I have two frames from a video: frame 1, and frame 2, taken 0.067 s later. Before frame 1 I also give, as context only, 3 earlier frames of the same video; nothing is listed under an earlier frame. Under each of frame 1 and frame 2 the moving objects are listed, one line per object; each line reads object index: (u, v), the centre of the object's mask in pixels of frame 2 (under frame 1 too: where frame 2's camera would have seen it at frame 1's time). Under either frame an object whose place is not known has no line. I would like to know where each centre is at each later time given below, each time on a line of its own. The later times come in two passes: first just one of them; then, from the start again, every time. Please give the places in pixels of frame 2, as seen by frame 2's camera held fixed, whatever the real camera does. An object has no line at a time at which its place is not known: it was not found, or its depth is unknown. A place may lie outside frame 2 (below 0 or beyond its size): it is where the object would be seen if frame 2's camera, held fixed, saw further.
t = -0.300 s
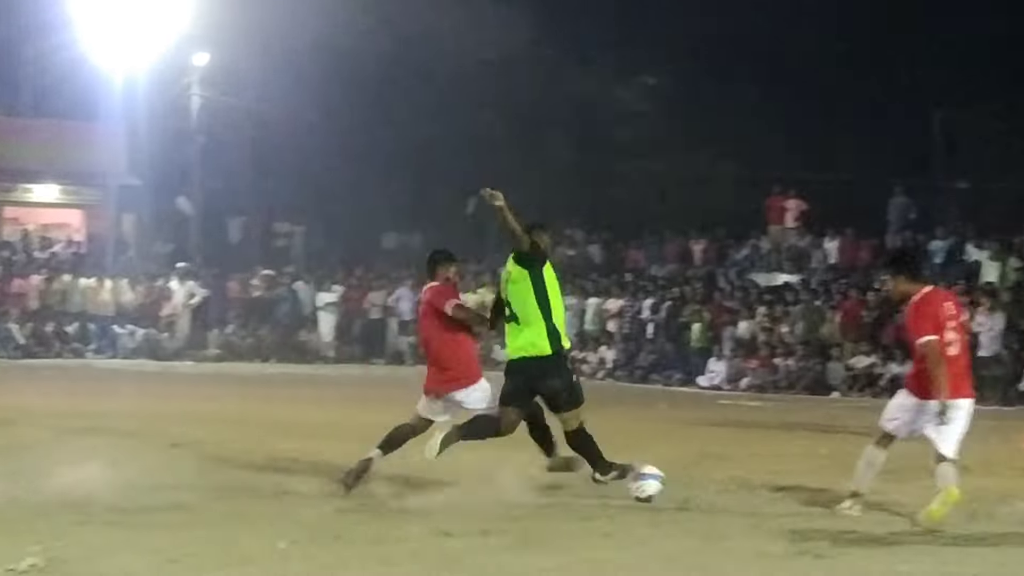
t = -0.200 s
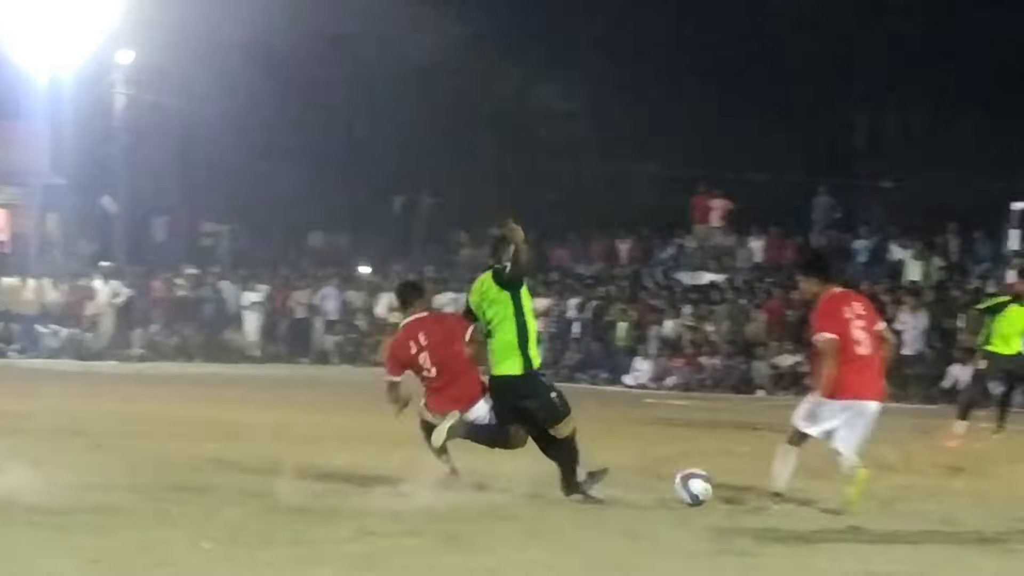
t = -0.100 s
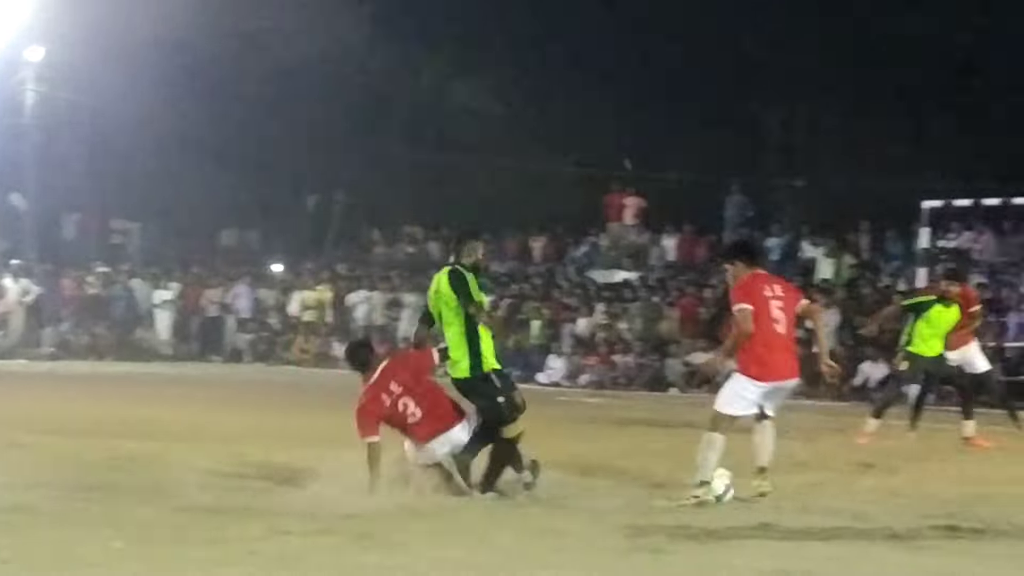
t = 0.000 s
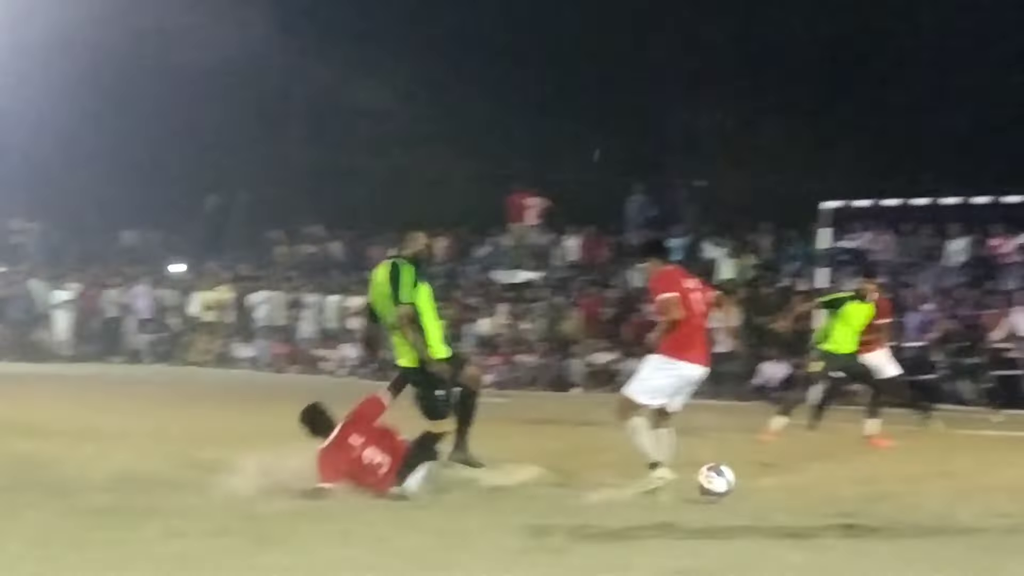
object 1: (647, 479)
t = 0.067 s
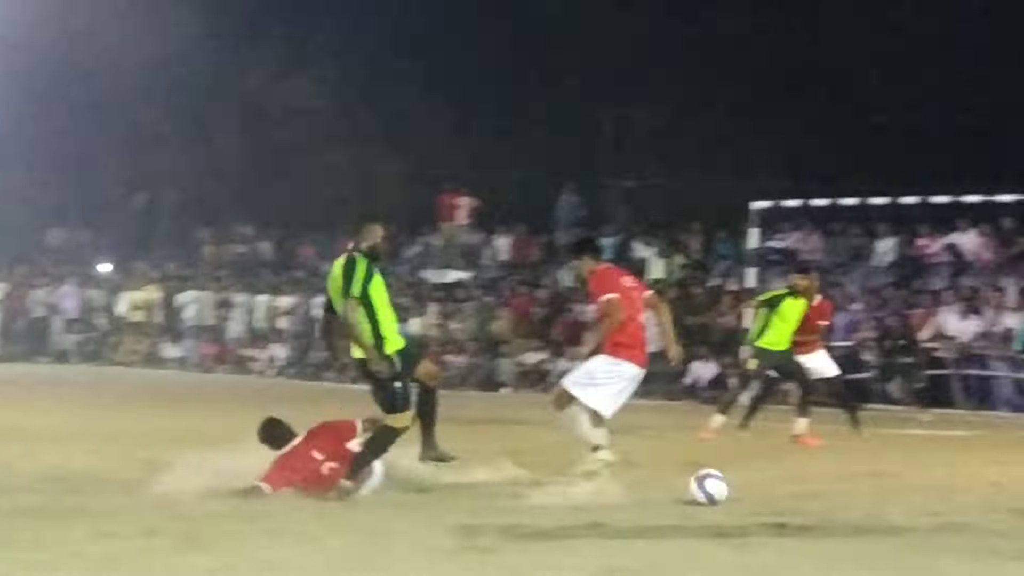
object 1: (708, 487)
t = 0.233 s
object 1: (852, 467)
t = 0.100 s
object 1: (737, 480)
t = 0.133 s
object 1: (766, 473)
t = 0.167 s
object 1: (795, 469)
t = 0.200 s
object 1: (823, 467)
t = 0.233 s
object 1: (852, 467)
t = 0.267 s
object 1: (879, 468)
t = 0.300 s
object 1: (906, 471)
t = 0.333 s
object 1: (934, 479)
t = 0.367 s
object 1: (960, 486)
